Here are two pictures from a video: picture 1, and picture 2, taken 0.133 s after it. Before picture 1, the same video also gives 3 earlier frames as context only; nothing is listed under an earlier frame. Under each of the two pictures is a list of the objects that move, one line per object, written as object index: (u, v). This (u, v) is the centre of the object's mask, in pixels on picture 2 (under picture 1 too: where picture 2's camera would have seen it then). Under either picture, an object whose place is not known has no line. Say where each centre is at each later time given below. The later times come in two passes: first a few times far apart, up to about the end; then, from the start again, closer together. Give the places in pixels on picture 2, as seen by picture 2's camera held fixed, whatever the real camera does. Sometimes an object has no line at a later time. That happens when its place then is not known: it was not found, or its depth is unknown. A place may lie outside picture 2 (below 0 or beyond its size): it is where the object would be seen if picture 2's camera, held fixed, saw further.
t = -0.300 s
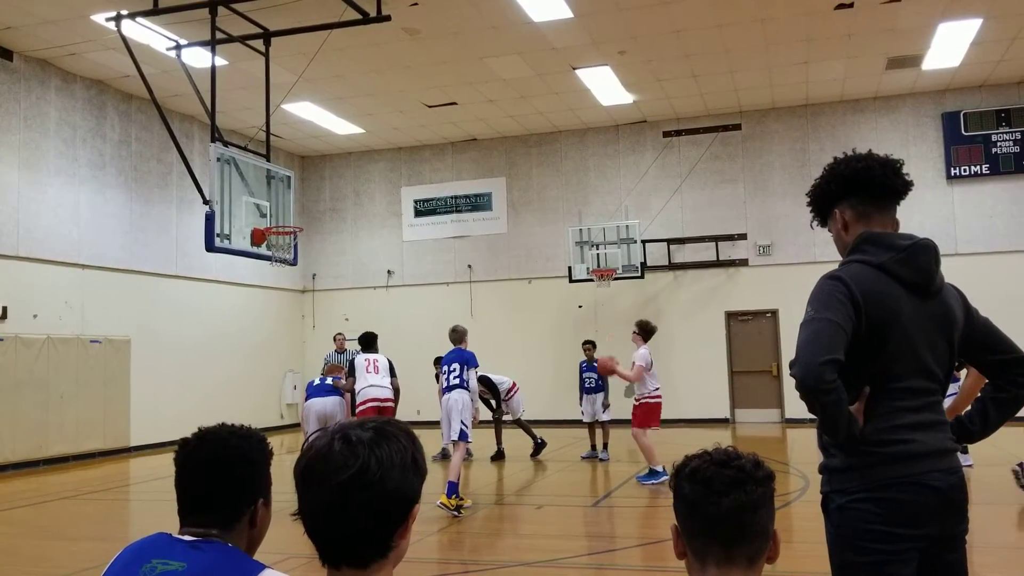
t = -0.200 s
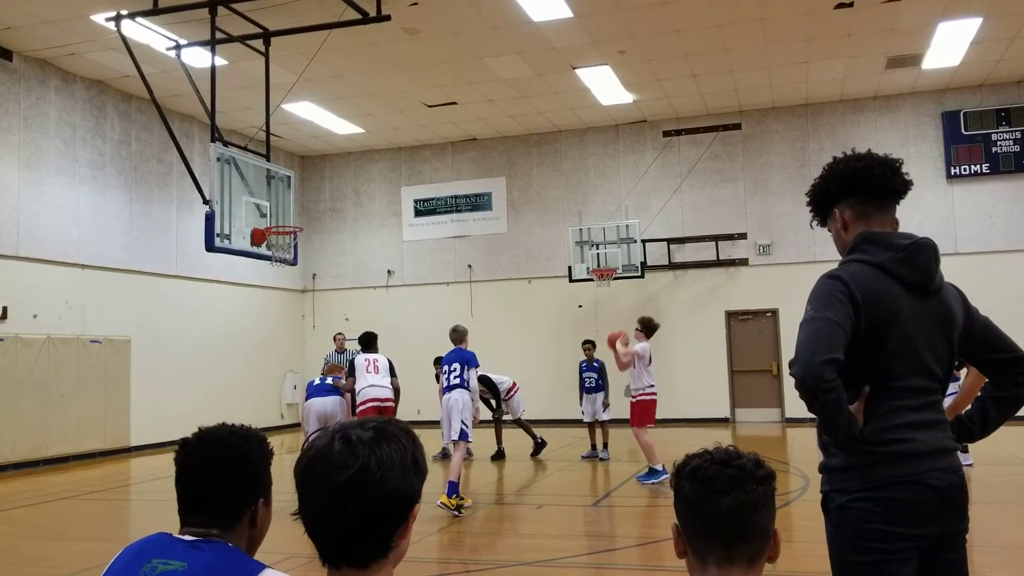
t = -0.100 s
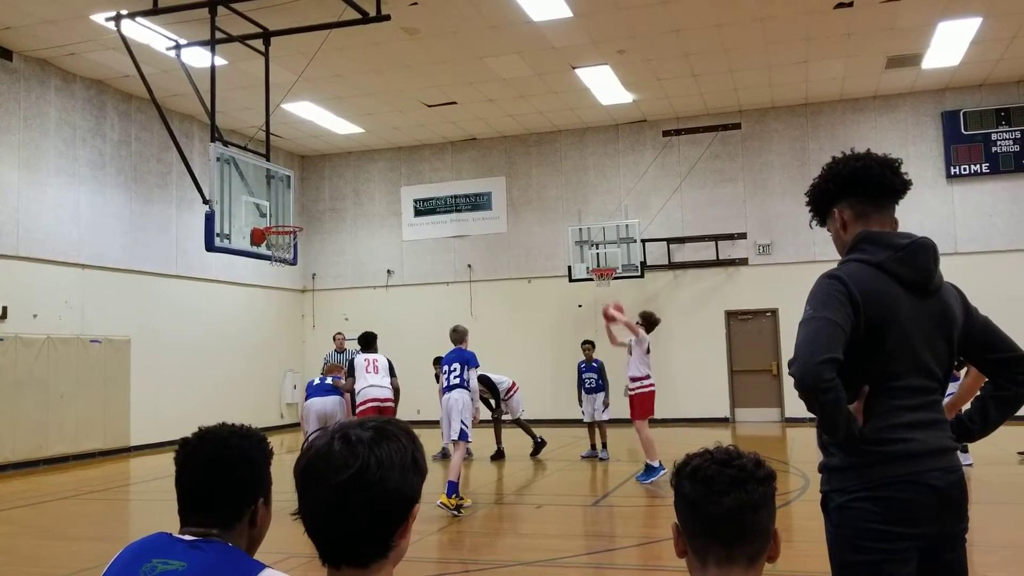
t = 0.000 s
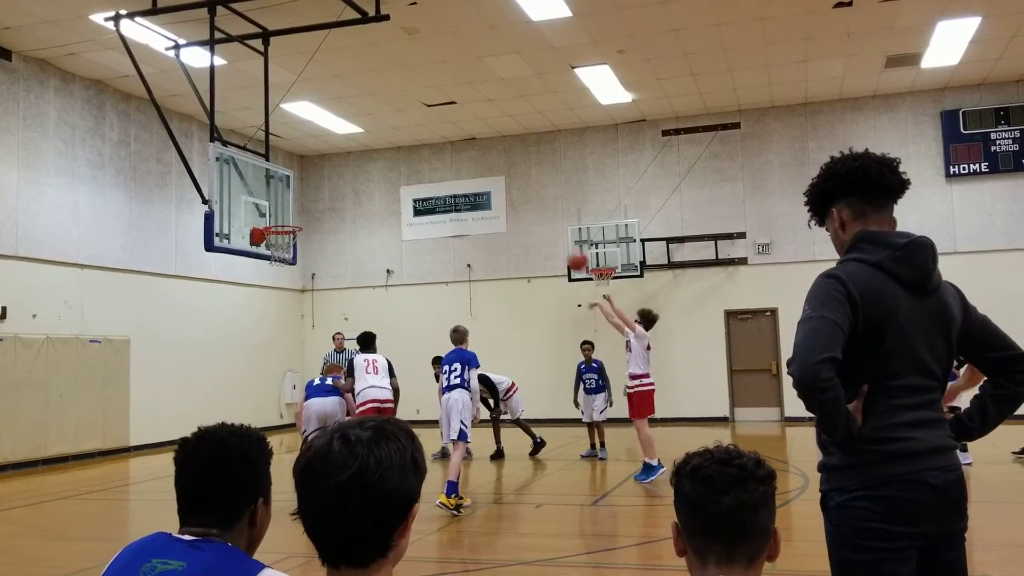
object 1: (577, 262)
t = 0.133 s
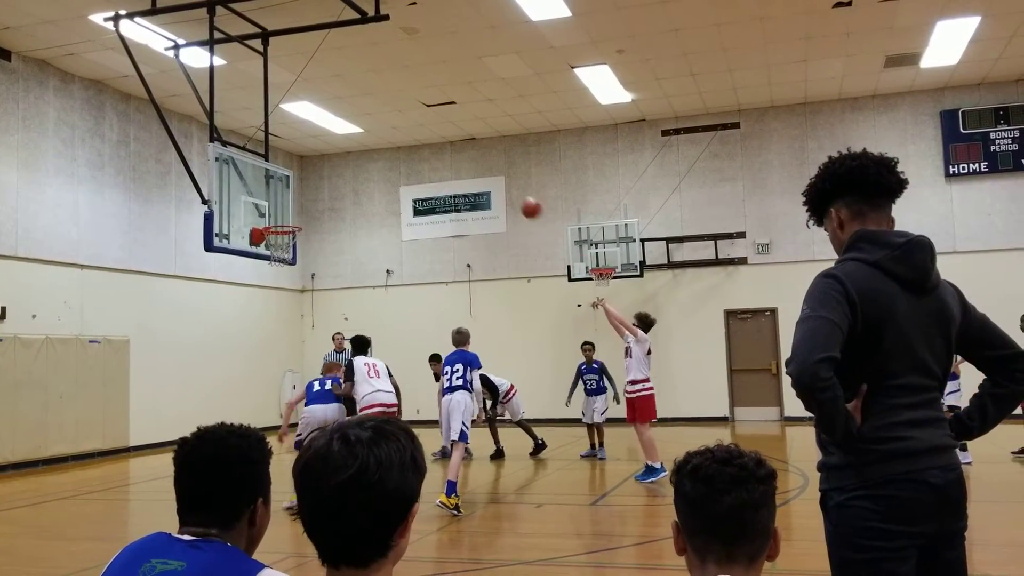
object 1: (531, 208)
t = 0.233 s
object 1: (499, 179)
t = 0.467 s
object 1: (427, 145)
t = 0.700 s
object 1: (362, 155)
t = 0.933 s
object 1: (300, 206)
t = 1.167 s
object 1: (292, 238)
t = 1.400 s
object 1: (298, 256)
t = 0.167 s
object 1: (520, 198)
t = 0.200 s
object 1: (509, 188)
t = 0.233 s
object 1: (499, 179)
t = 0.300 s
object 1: (477, 165)
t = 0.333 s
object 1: (467, 159)
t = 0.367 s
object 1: (457, 154)
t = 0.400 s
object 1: (447, 150)
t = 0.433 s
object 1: (437, 147)
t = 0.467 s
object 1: (427, 145)
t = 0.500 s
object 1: (417, 144)
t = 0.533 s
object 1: (408, 143)
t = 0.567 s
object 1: (398, 144)
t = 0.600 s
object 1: (388, 146)
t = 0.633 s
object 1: (379, 148)
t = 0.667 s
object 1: (370, 151)
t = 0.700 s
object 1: (362, 155)
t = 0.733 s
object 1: (353, 160)
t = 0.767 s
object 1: (344, 165)
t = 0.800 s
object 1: (335, 172)
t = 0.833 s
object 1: (326, 179)
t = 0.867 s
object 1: (317, 187)
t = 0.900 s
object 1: (309, 196)
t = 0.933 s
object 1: (300, 206)
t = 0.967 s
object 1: (292, 216)
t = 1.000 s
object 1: (284, 227)
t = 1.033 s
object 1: (280, 229)
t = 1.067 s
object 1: (273, 231)
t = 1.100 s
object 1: (280, 233)
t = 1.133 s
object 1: (285, 235)
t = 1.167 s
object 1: (292, 238)
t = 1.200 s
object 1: (296, 240)
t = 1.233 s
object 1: (299, 242)
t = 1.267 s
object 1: (300, 243)
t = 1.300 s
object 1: (300, 246)
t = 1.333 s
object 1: (299, 247)
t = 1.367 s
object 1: (299, 250)
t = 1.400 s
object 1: (298, 256)
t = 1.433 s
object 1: (298, 260)
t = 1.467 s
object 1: (296, 265)
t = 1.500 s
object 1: (295, 271)
